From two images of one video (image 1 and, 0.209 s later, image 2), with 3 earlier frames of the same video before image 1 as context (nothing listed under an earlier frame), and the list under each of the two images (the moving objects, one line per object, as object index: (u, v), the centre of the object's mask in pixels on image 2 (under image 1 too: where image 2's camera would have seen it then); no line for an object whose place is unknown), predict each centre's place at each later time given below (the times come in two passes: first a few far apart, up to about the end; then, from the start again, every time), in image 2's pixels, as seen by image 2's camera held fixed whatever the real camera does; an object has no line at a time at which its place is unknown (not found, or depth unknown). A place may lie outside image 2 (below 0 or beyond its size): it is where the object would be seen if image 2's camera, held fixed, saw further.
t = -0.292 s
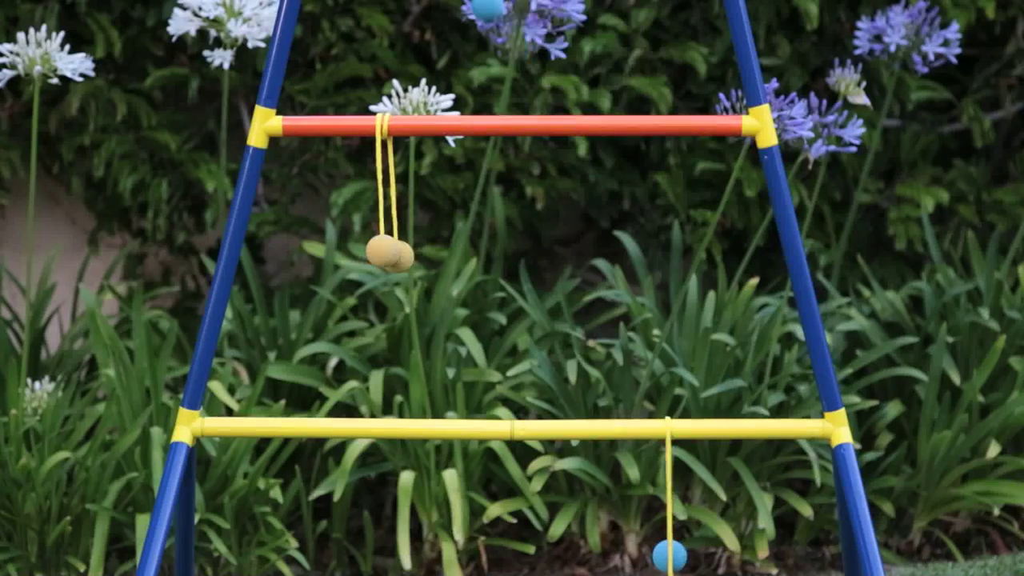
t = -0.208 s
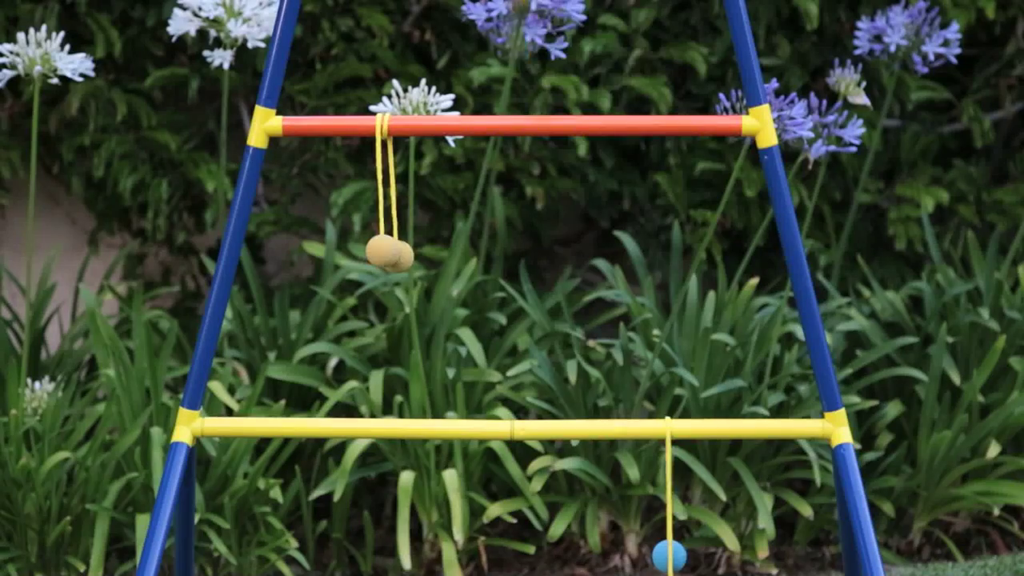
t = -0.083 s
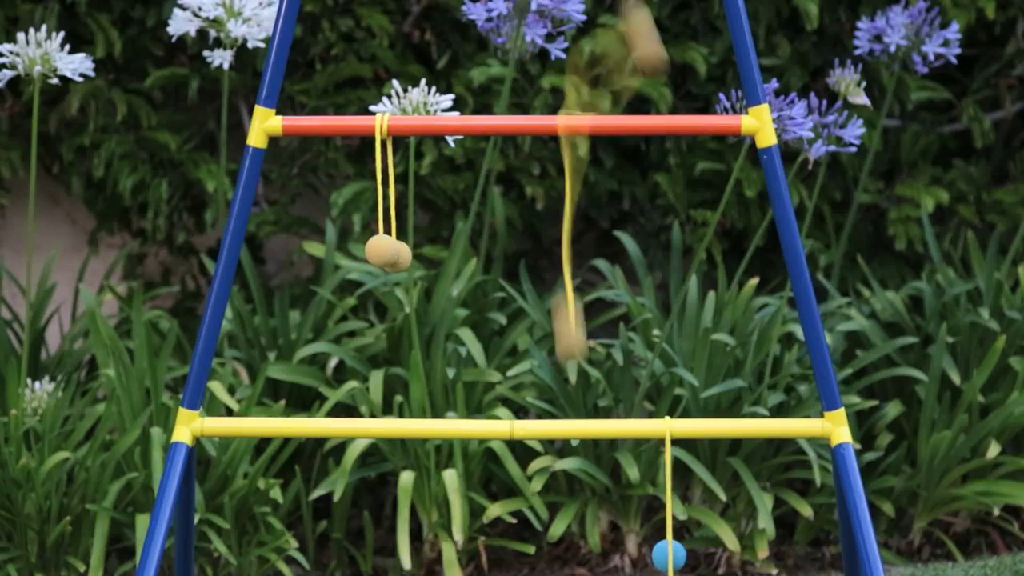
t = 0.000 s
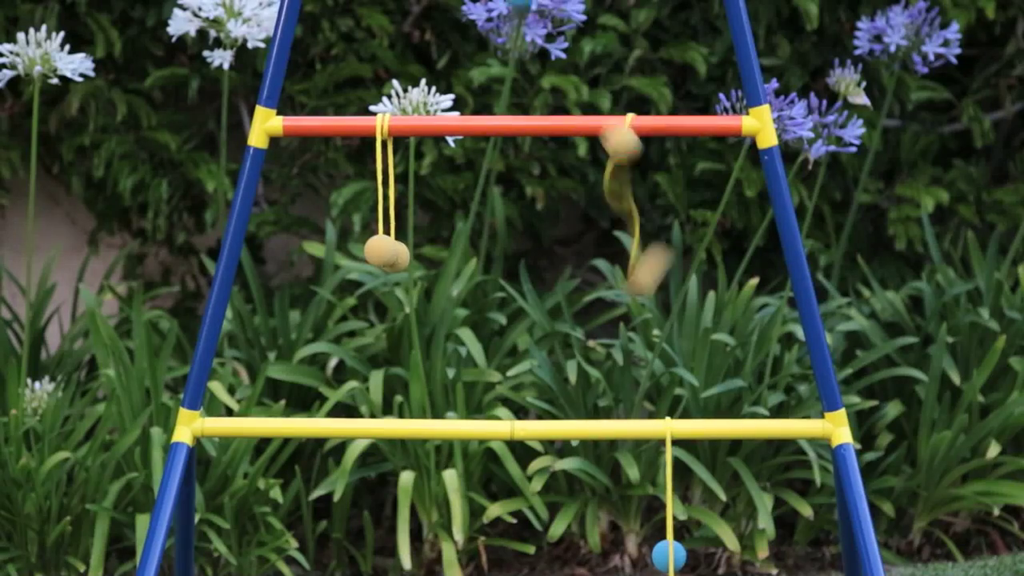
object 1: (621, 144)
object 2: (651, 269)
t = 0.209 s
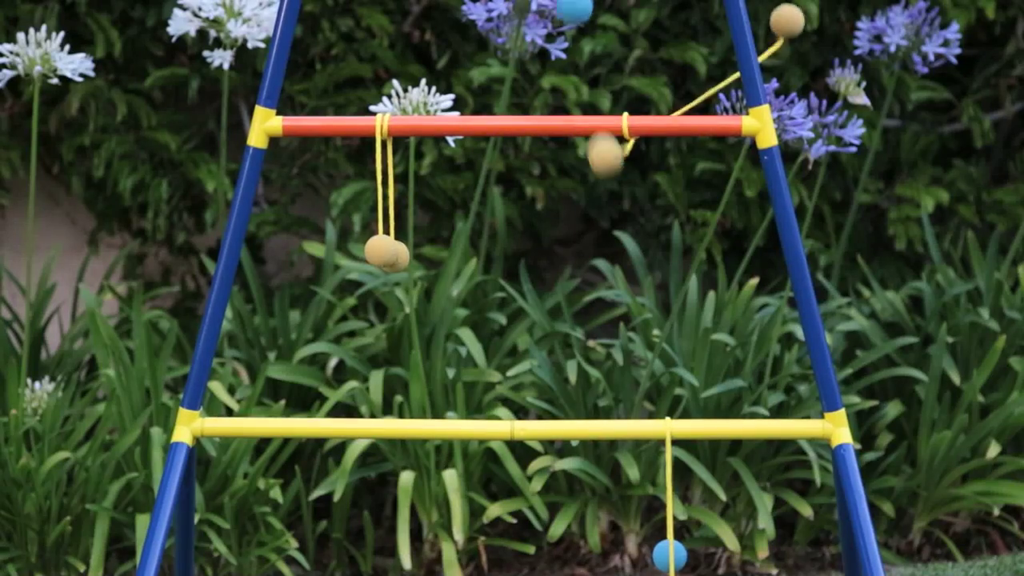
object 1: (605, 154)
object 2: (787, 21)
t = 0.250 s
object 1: (616, 192)
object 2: (785, 18)
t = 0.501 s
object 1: (650, 151)
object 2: (741, 153)
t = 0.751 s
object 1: (647, 197)
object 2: (771, 178)
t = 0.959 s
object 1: (656, 210)
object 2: (823, 243)
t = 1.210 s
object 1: (648, 201)
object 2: (597, 313)
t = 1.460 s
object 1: (583, 203)
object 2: (485, 282)
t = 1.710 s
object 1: (655, 214)
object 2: (676, 339)
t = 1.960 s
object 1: (651, 218)
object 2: (749, 249)
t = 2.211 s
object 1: (632, 221)
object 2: (596, 320)
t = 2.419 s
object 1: (634, 221)
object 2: (532, 313)
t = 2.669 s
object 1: (641, 220)
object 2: (646, 332)
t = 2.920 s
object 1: (633, 221)
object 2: (702, 291)
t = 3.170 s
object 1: (635, 221)
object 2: (612, 272)
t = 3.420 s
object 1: (631, 220)
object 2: (598, 338)
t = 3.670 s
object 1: (644, 217)
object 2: (684, 326)
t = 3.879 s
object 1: (658, 210)
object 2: (668, 327)
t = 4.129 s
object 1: (628, 217)
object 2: (582, 289)
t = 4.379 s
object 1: (620, 216)
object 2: (608, 347)
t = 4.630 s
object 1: (643, 214)
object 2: (718, 338)
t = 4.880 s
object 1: (628, 201)
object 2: (685, 333)
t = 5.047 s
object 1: (634, 213)
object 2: (602, 321)
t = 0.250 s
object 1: (616, 192)
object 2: (785, 18)
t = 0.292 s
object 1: (634, 209)
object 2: (780, 32)
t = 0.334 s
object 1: (650, 207)
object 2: (768, 64)
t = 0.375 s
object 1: (657, 188)
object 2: (746, 118)
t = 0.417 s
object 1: (658, 167)
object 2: (741, 159)
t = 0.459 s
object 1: (655, 152)
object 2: (740, 160)
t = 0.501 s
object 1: (650, 151)
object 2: (741, 153)
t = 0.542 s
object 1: (645, 159)
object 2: (742, 152)
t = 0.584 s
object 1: (641, 180)
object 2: (741, 154)
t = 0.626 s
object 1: (639, 200)
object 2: (742, 160)
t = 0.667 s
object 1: (641, 211)
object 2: (745, 166)
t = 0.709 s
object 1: (644, 207)
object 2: (756, 171)
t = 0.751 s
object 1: (647, 197)
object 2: (771, 178)
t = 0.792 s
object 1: (651, 188)
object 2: (788, 191)
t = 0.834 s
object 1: (653, 184)
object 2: (805, 212)
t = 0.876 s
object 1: (655, 187)
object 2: (814, 233)
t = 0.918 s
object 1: (656, 198)
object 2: (824, 240)
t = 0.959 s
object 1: (656, 210)
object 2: (823, 243)
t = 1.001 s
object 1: (656, 213)
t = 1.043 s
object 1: (654, 210)
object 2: (772, 268)
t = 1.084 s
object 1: (652, 201)
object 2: (742, 286)
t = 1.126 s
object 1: (650, 194)
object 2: (697, 304)
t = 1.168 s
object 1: (648, 194)
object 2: (647, 313)
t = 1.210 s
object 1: (648, 201)
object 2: (597, 313)
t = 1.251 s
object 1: (637, 212)
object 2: (553, 304)
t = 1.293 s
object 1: (624, 217)
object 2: (520, 292)
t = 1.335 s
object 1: (610, 217)
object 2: (497, 282)
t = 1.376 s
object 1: (597, 212)
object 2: (483, 277)
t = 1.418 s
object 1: (588, 206)
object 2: (479, 277)
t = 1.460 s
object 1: (583, 203)
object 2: (485, 282)
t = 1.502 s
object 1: (585, 205)
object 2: (501, 290)
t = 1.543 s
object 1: (593, 212)
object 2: (525, 302)
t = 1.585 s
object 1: (611, 219)
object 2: (555, 319)
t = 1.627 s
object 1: (628, 220)
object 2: (593, 331)
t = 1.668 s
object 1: (644, 218)
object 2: (636, 339)
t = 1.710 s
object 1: (655, 214)
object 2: (676, 339)
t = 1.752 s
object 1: (659, 214)
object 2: (712, 329)
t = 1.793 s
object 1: (661, 215)
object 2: (738, 311)
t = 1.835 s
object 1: (664, 214)
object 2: (755, 290)
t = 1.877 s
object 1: (661, 216)
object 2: (762, 272)
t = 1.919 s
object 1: (657, 217)
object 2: (759, 258)
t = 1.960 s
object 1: (651, 218)
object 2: (749, 249)
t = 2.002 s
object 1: (646, 219)
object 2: (733, 249)
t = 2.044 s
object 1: (641, 220)
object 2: (713, 256)
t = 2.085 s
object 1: (637, 220)
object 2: (688, 271)
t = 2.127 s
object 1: (634, 220)
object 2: (659, 288)
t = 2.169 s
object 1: (633, 221)
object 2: (626, 306)
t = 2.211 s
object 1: (632, 221)
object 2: (596, 320)
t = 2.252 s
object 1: (632, 221)
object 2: (569, 330)
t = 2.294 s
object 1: (631, 221)
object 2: (547, 333)
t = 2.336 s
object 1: (632, 221)
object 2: (534, 330)
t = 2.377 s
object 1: (633, 221)
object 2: (529, 322)
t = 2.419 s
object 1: (634, 221)
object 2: (532, 313)
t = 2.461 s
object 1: (635, 221)
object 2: (541, 306)
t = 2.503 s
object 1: (636, 221)
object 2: (556, 303)
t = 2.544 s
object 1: (638, 221)
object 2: (574, 304)
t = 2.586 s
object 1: (639, 221)
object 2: (597, 312)
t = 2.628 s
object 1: (641, 221)
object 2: (621, 321)
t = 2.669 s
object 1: (641, 220)
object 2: (646, 332)
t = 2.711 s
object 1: (634, 221)
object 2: (670, 341)
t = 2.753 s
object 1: (637, 221)
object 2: (690, 344)
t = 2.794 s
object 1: (637, 221)
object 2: (703, 339)
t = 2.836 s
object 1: (635, 221)
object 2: (709, 328)
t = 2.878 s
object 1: (634, 221)
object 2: (709, 311)
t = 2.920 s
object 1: (633, 221)
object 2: (702, 291)
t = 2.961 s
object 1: (633, 221)
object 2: (691, 274)
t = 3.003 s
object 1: (633, 221)
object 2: (677, 261)
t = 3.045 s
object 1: (633, 221)
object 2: (661, 254)
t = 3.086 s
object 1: (634, 221)
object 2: (645, 253)
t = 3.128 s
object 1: (635, 221)
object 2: (628, 260)
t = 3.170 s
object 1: (635, 221)
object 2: (612, 272)
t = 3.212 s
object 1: (636, 221)
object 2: (597, 291)
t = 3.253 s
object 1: (635, 220)
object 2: (586, 309)
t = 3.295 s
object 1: (633, 220)
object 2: (580, 326)
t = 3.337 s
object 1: (630, 219)
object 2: (581, 336)
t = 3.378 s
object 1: (628, 220)
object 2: (588, 340)
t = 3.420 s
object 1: (631, 220)
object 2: (598, 338)
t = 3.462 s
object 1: (629, 218)
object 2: (611, 333)
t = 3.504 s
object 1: (633, 217)
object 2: (627, 327)
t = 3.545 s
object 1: (631, 216)
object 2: (644, 321)
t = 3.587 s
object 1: (633, 216)
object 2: (660, 319)
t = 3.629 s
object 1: (638, 217)
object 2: (674, 321)
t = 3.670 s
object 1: (644, 217)
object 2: (684, 326)
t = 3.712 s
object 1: (650, 216)
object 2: (691, 334)
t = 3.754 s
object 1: (653, 214)
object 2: (693, 340)
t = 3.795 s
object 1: (657, 212)
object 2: (689, 340)
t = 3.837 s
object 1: (657, 212)
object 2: (681, 335)
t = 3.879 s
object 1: (658, 210)
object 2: (668, 327)
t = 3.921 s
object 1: (653, 209)
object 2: (653, 317)
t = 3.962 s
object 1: (651, 207)
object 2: (636, 308)
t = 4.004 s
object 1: (649, 209)
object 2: (619, 297)
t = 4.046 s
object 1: (643, 212)
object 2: (604, 290)
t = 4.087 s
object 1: (636, 215)
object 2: (592, 287)
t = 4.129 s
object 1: (628, 217)
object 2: (582, 289)
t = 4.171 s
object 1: (619, 216)
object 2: (575, 296)
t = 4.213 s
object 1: (613, 215)
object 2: (573, 307)
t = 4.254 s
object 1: (609, 214)
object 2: (574, 321)
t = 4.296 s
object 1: (609, 214)
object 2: (581, 334)
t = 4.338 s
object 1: (613, 215)
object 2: (593, 344)
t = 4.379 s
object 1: (620, 216)
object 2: (608, 347)
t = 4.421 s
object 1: (628, 216)
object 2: (627, 347)
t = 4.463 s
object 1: (636, 215)
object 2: (647, 345)
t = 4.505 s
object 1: (642, 213)
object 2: (669, 343)
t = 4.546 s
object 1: (645, 212)
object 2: (688, 342)
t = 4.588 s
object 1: (645, 212)
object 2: (705, 341)
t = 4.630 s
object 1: (643, 214)
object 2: (718, 338)
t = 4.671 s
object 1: (640, 218)
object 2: (725, 336)
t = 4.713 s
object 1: (637, 220)
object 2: (727, 336)
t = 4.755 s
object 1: (634, 218)
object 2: (724, 335)
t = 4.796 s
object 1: (631, 213)
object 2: (716, 335)
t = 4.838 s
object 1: (629, 206)
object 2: (702, 334)
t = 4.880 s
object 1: (628, 201)
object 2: (685, 333)
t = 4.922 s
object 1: (628, 199)
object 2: (665, 330)
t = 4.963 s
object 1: (627, 200)
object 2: (644, 328)
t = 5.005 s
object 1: (630, 205)
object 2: (622, 324)
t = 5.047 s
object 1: (634, 213)
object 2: (602, 321)
